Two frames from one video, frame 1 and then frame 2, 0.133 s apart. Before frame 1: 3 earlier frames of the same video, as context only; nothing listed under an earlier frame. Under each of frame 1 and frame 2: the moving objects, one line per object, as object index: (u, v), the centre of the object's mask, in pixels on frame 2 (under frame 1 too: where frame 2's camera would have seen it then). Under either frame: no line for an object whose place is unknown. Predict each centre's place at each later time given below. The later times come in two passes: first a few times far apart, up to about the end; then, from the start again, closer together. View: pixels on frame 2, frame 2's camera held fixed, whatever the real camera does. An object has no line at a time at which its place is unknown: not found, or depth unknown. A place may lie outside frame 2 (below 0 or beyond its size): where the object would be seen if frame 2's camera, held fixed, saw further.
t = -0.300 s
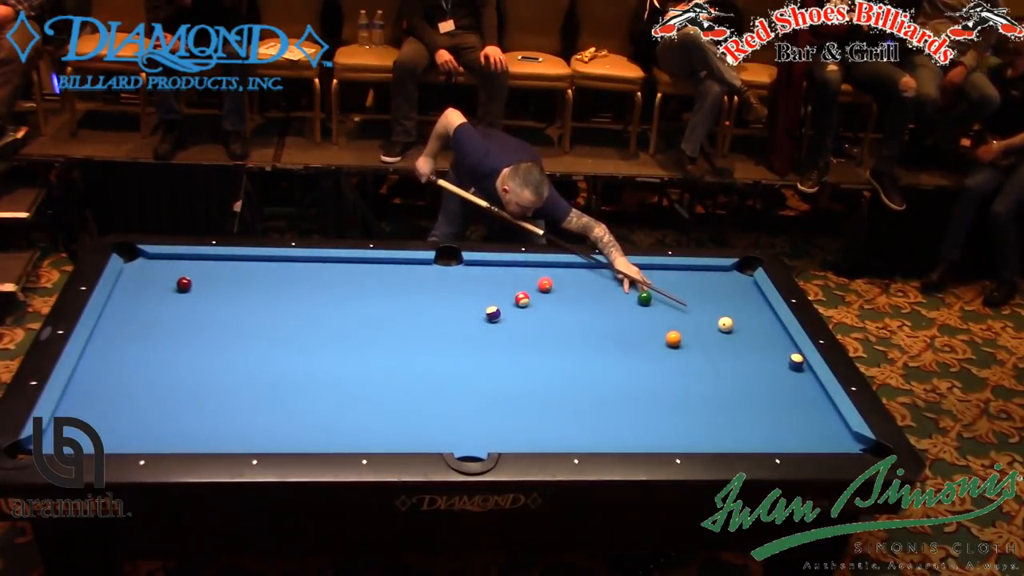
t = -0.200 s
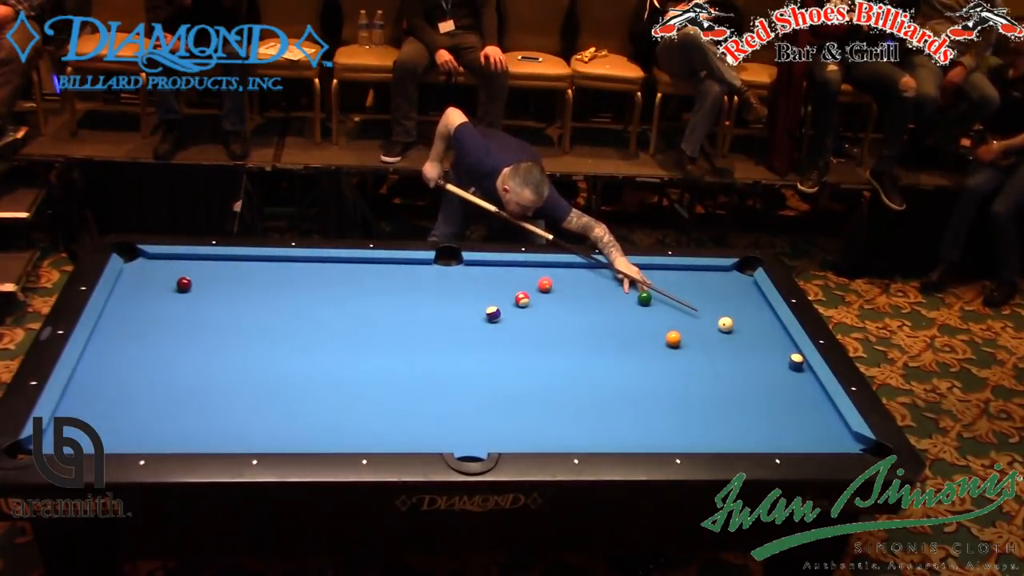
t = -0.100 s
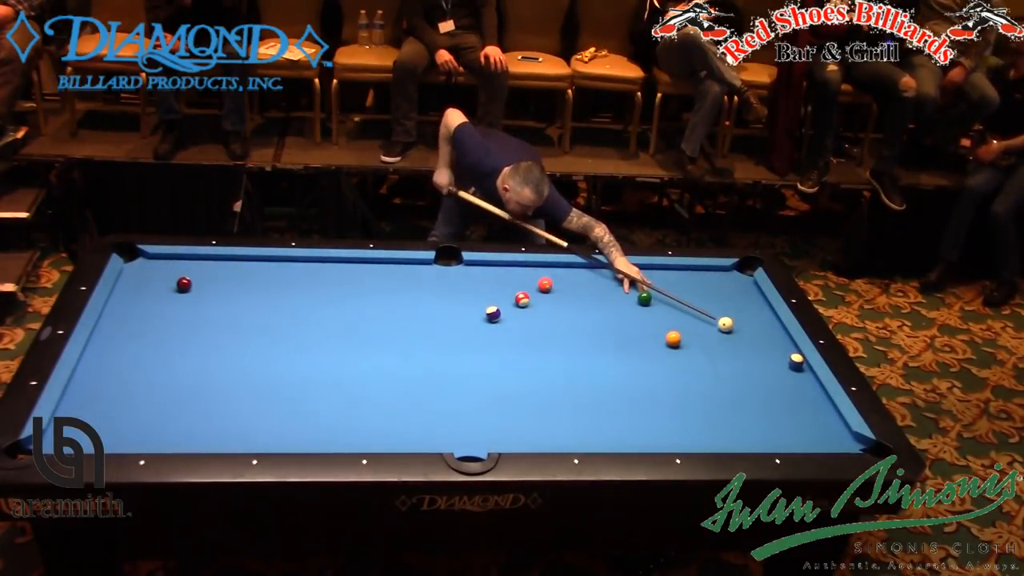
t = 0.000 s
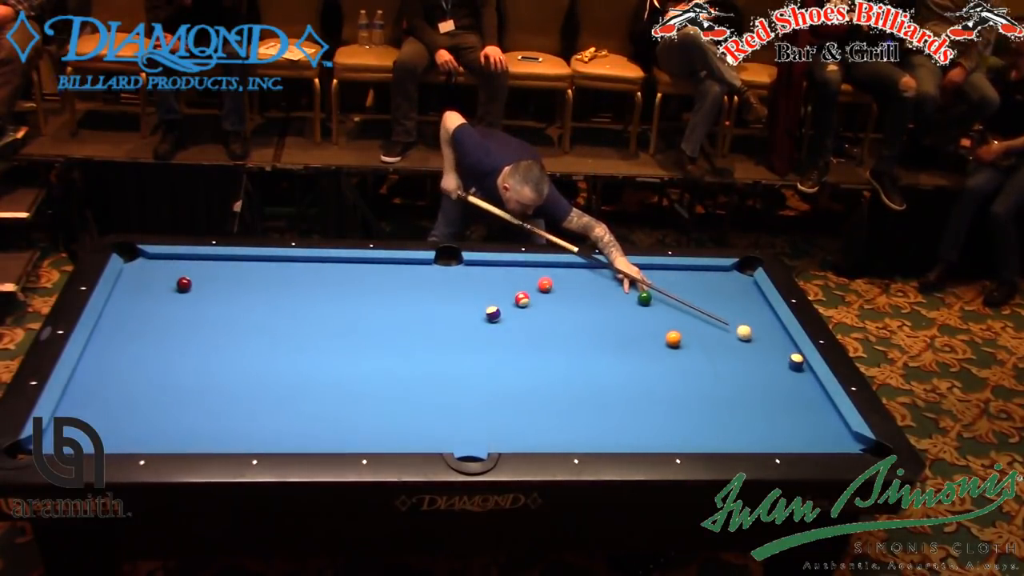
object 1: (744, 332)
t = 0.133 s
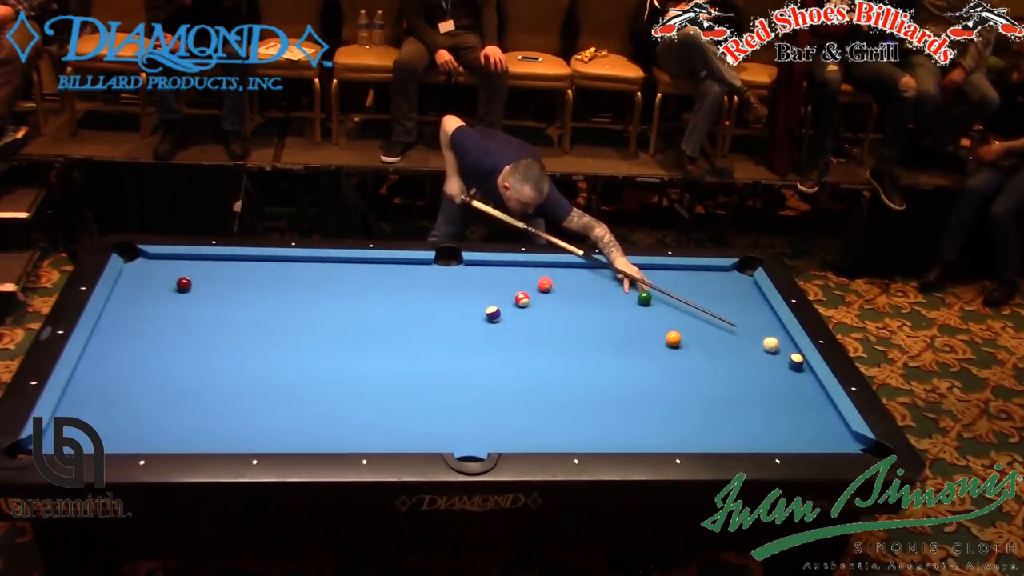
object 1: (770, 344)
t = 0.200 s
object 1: (784, 349)
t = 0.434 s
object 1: (782, 355)
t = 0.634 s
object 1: (768, 357)
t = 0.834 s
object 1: (754, 359)
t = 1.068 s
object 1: (739, 361)
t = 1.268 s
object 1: (727, 362)
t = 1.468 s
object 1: (715, 364)
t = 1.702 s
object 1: (703, 366)
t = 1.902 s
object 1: (693, 368)
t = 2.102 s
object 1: (684, 369)
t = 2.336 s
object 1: (674, 371)
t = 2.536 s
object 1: (667, 372)
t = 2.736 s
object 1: (660, 373)
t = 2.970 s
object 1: (653, 374)
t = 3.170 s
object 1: (648, 375)
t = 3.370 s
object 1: (644, 376)
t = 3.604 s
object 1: (639, 376)
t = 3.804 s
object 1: (637, 377)
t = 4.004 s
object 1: (635, 377)
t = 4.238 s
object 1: (634, 377)
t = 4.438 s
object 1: (634, 377)
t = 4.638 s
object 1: (634, 377)
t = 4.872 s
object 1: (634, 377)
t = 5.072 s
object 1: (634, 377)
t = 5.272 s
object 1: (634, 377)
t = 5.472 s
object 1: (634, 377)
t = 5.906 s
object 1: (637, 372)
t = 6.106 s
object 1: (634, 377)
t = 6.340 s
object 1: (634, 377)
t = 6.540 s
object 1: (634, 377)
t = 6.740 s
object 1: (634, 377)
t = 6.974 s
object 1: (634, 377)
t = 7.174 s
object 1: (634, 377)
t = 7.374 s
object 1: (634, 377)
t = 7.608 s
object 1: (634, 377)
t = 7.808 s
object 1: (634, 377)
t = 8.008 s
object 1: (634, 377)
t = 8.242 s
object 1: (634, 377)
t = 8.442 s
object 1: (634, 377)
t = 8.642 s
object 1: (634, 377)
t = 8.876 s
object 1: (634, 377)
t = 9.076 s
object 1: (634, 377)
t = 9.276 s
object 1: (634, 377)
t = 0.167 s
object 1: (777, 347)
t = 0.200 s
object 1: (784, 349)
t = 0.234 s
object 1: (790, 351)
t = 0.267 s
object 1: (794, 351)
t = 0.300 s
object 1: (791, 353)
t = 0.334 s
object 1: (789, 353)
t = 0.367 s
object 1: (786, 354)
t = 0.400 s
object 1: (784, 354)
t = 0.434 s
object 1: (782, 355)
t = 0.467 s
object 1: (779, 355)
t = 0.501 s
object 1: (777, 355)
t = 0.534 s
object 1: (775, 356)
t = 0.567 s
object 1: (772, 356)
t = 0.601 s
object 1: (770, 356)
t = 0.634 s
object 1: (768, 357)
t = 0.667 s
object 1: (765, 357)
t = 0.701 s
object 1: (763, 357)
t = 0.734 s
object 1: (761, 358)
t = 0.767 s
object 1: (758, 358)
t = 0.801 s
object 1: (756, 358)
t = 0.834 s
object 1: (754, 359)
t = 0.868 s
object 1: (752, 359)
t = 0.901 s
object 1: (750, 359)
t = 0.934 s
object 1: (747, 360)
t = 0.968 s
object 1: (745, 360)
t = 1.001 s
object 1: (743, 360)
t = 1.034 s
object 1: (741, 360)
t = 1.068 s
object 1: (739, 361)
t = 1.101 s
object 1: (737, 361)
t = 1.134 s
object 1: (735, 361)
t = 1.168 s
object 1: (733, 362)
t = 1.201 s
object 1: (731, 362)
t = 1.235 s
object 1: (729, 362)
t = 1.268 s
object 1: (727, 362)
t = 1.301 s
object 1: (725, 363)
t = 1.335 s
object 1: (723, 363)
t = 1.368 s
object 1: (721, 363)
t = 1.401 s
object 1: (719, 364)
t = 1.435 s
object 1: (717, 364)
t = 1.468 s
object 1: (715, 364)
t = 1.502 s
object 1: (714, 365)
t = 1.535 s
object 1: (712, 365)
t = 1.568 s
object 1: (710, 365)
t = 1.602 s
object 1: (708, 365)
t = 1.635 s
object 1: (706, 365)
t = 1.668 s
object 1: (705, 366)
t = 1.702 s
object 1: (703, 366)
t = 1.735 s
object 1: (701, 366)
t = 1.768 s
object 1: (699, 367)
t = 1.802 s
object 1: (698, 367)
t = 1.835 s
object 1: (696, 367)
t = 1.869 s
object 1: (694, 367)
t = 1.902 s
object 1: (693, 368)
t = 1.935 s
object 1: (691, 368)
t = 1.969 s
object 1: (690, 368)
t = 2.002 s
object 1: (688, 368)
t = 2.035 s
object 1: (687, 369)
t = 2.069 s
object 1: (685, 369)
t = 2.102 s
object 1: (684, 369)
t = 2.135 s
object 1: (682, 369)
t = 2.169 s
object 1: (681, 370)
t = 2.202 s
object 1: (679, 370)
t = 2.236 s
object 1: (678, 370)
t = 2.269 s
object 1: (677, 370)
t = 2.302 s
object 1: (675, 370)
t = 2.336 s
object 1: (674, 371)
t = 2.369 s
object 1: (673, 371)
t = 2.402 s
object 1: (672, 371)
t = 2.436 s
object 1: (670, 371)
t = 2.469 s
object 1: (669, 372)
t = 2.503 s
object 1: (668, 372)
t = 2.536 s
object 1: (667, 372)
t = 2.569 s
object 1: (665, 372)
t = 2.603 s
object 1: (664, 373)
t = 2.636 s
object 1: (663, 373)
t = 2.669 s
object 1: (662, 373)
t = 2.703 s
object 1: (661, 373)
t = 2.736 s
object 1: (660, 373)
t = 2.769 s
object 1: (659, 373)
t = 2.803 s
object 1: (658, 374)
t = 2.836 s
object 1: (657, 374)
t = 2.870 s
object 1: (656, 374)
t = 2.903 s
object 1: (655, 374)
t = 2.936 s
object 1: (654, 374)
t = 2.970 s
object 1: (653, 374)
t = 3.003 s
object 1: (652, 375)
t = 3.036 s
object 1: (651, 374)
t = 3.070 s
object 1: (650, 375)
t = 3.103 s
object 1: (649, 375)
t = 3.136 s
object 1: (649, 375)
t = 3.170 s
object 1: (648, 375)
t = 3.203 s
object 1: (647, 375)
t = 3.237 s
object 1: (646, 375)
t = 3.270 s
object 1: (646, 376)
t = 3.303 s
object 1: (645, 376)
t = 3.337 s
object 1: (644, 376)
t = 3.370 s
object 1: (644, 376)
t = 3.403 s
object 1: (643, 376)
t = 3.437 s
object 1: (642, 376)
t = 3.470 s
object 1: (642, 376)
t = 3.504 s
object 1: (641, 376)
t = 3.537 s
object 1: (641, 376)
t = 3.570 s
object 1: (640, 376)
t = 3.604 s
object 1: (639, 376)
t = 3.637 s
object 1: (639, 376)
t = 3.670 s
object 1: (638, 377)
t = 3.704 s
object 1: (638, 377)
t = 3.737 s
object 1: (638, 377)
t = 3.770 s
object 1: (637, 377)
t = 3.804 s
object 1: (637, 377)
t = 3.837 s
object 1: (636, 377)
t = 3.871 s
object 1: (636, 377)
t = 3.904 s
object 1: (636, 377)
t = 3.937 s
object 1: (635, 377)
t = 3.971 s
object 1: (635, 377)
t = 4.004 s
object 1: (635, 377)
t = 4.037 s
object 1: (634, 377)
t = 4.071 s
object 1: (634, 377)
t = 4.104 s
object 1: (634, 377)
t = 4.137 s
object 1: (634, 377)
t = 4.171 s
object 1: (634, 377)
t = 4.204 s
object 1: (634, 377)
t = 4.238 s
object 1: (634, 377)
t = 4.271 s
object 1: (634, 377)
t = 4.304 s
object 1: (634, 377)
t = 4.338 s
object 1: (633, 377)
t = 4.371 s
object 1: (634, 377)
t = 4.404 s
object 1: (634, 377)
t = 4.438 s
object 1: (634, 377)
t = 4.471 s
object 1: (634, 377)
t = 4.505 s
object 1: (634, 377)
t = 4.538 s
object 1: (634, 377)
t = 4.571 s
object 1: (634, 377)
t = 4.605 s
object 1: (634, 377)
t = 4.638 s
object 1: (634, 377)
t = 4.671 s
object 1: (634, 377)
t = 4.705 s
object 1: (634, 377)
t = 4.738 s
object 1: (634, 377)
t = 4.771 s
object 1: (634, 377)
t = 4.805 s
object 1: (634, 377)
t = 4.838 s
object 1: (634, 377)
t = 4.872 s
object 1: (634, 377)
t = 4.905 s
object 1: (634, 377)
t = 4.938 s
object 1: (634, 377)
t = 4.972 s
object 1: (634, 377)
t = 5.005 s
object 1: (634, 377)
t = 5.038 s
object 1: (634, 377)
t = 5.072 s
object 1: (634, 377)
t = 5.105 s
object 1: (634, 377)
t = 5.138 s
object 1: (634, 377)
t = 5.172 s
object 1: (634, 377)
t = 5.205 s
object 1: (634, 377)
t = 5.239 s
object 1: (634, 377)
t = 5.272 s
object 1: (634, 377)
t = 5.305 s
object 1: (634, 377)
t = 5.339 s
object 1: (634, 377)
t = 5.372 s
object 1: (634, 377)
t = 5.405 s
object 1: (634, 377)
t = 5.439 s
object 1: (634, 377)
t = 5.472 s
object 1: (634, 377)
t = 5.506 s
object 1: (634, 377)
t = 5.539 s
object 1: (632, 376)
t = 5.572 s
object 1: (630, 375)
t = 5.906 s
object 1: (637, 372)
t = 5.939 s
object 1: (636, 374)
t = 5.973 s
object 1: (635, 376)
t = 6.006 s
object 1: (634, 377)
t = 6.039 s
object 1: (634, 377)
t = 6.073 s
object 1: (634, 377)
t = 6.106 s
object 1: (634, 377)
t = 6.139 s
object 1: (634, 377)
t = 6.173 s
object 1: (634, 377)
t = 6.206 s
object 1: (634, 377)
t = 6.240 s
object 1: (634, 377)
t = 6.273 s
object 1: (634, 377)
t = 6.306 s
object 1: (634, 377)
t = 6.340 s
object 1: (634, 377)
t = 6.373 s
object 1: (634, 377)
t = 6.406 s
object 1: (634, 377)
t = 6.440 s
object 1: (634, 377)
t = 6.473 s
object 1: (634, 377)
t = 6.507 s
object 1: (634, 377)
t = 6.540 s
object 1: (634, 377)
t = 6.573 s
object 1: (634, 377)
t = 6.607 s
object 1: (634, 377)
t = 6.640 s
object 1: (634, 377)
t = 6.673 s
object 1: (634, 377)
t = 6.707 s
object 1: (634, 377)
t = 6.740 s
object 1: (634, 377)
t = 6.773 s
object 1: (634, 377)
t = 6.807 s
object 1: (634, 377)
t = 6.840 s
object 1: (634, 377)
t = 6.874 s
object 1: (634, 377)
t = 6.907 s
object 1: (634, 377)
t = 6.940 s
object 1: (634, 377)
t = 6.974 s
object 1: (634, 377)
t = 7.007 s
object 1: (634, 377)
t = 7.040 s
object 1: (634, 377)
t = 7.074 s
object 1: (634, 377)
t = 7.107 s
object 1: (634, 377)
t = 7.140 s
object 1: (634, 377)
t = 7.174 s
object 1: (634, 377)
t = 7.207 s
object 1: (634, 377)
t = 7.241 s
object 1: (634, 377)
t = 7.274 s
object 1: (634, 377)
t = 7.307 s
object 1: (634, 377)
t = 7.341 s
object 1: (634, 377)
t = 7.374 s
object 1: (634, 377)
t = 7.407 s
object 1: (634, 377)
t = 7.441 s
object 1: (634, 377)
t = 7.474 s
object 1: (634, 377)
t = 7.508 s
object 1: (634, 377)
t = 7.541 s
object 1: (634, 377)
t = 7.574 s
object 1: (634, 377)
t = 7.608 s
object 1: (634, 377)
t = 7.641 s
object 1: (634, 377)
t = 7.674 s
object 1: (634, 377)
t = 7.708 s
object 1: (634, 377)
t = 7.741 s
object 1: (634, 377)
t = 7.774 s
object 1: (634, 377)
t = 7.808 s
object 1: (634, 377)
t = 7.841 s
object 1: (634, 377)
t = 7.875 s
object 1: (634, 377)
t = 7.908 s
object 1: (634, 377)
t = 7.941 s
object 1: (634, 377)
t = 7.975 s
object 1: (634, 377)
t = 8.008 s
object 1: (634, 377)
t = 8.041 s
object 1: (634, 377)
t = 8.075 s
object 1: (634, 377)
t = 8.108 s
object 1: (634, 377)
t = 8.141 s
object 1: (634, 377)
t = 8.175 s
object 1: (634, 377)
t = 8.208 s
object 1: (634, 377)
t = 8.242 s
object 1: (634, 377)
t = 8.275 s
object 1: (634, 377)
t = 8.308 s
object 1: (634, 377)
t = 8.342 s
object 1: (634, 377)
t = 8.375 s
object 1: (634, 377)
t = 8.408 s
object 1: (634, 377)
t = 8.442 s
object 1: (634, 377)
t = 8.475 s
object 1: (634, 377)
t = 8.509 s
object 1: (634, 377)
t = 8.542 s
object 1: (634, 377)
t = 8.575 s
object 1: (634, 377)
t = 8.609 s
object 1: (634, 377)
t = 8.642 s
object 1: (634, 377)
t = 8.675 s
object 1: (634, 377)
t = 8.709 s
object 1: (634, 377)
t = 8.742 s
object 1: (634, 377)
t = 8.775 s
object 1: (634, 377)
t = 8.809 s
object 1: (634, 377)
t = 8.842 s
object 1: (634, 377)
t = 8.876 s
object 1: (634, 377)
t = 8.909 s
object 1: (634, 377)
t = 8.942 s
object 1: (634, 377)
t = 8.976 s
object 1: (634, 377)
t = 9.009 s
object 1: (634, 377)
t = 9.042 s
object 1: (634, 377)
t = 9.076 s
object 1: (634, 377)
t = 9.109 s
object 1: (634, 377)
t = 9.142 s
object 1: (634, 377)
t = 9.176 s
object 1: (634, 377)
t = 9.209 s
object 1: (634, 377)
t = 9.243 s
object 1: (634, 377)
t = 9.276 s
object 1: (634, 377)
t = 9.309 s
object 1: (634, 377)
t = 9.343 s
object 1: (634, 377)
